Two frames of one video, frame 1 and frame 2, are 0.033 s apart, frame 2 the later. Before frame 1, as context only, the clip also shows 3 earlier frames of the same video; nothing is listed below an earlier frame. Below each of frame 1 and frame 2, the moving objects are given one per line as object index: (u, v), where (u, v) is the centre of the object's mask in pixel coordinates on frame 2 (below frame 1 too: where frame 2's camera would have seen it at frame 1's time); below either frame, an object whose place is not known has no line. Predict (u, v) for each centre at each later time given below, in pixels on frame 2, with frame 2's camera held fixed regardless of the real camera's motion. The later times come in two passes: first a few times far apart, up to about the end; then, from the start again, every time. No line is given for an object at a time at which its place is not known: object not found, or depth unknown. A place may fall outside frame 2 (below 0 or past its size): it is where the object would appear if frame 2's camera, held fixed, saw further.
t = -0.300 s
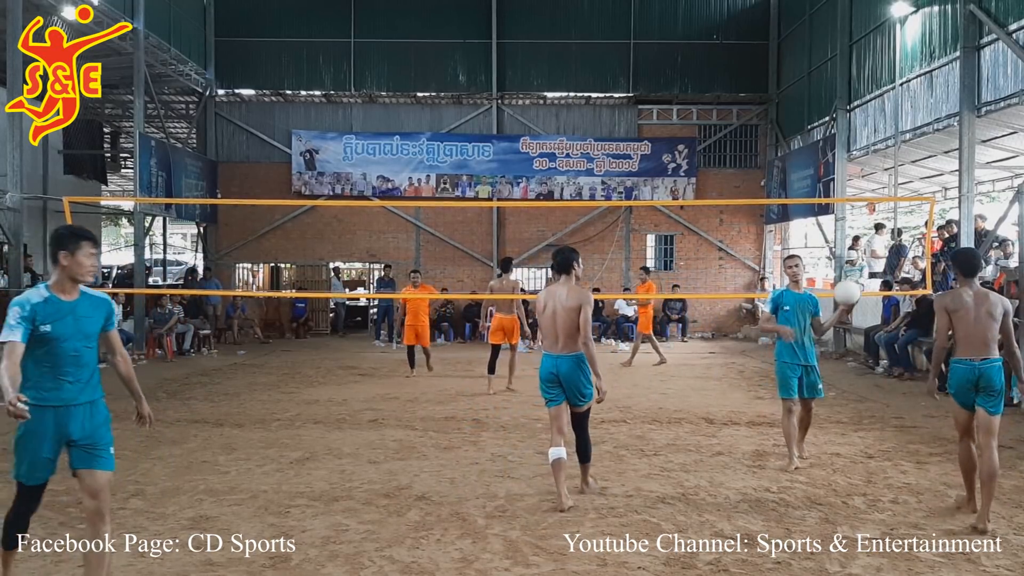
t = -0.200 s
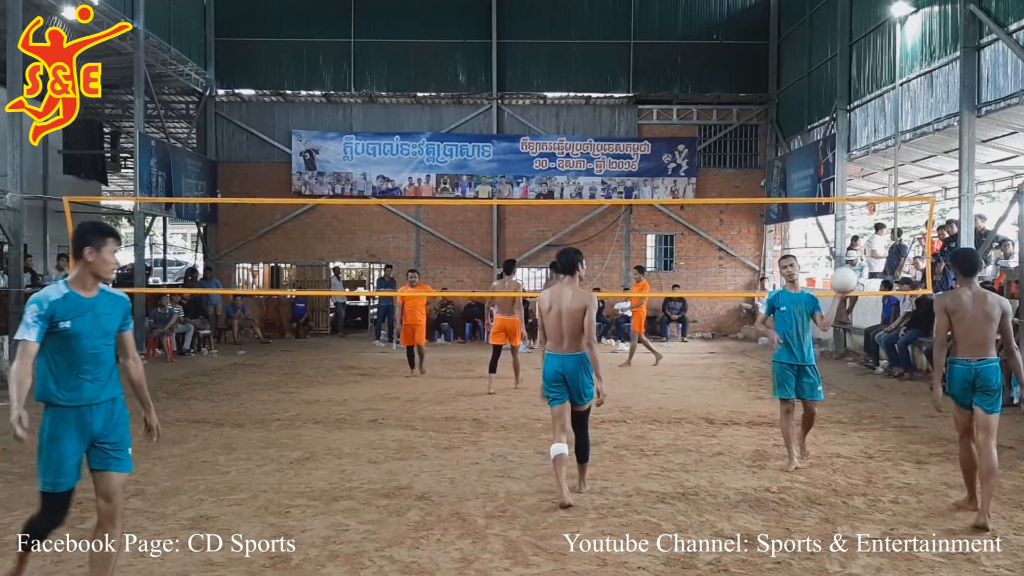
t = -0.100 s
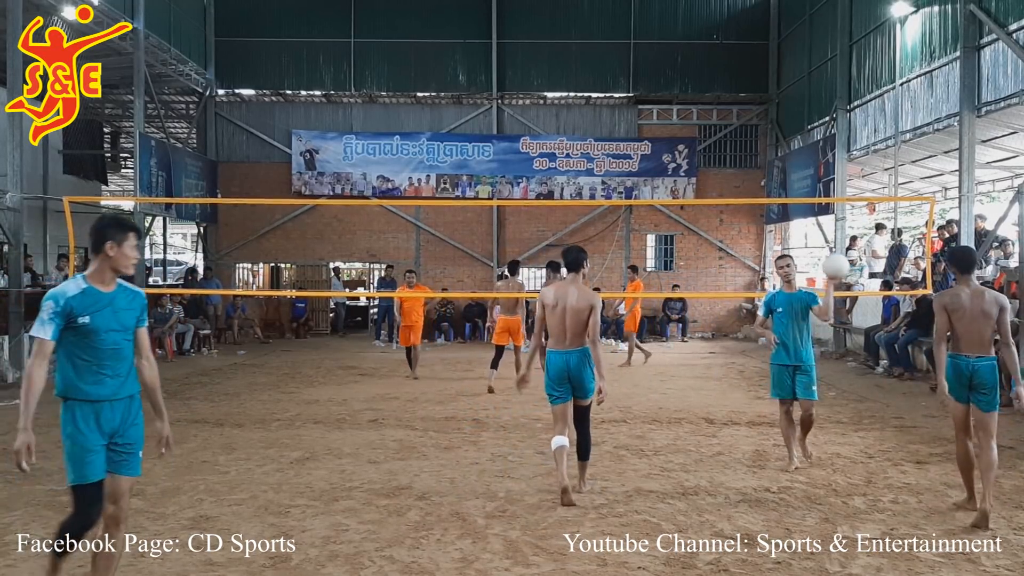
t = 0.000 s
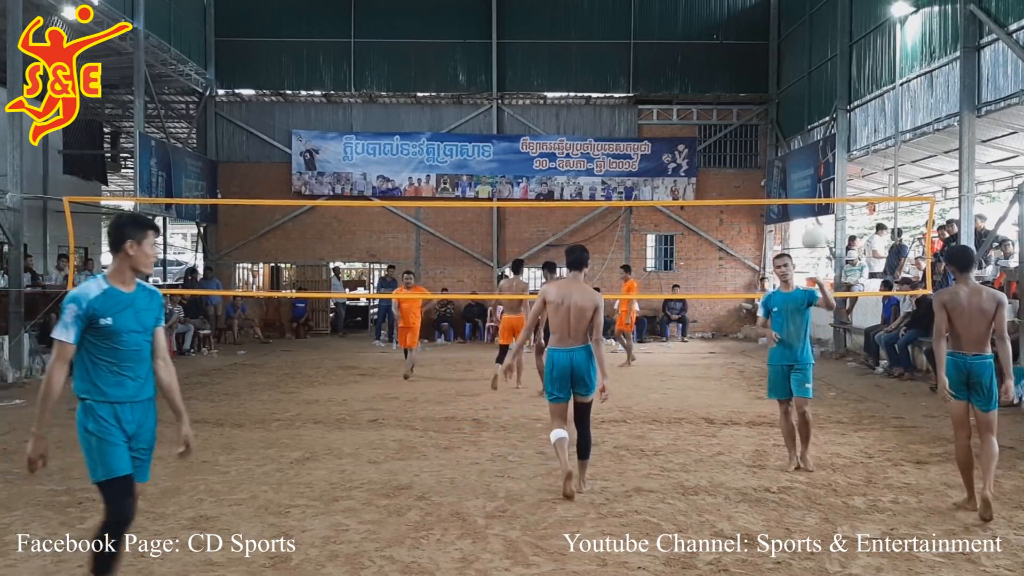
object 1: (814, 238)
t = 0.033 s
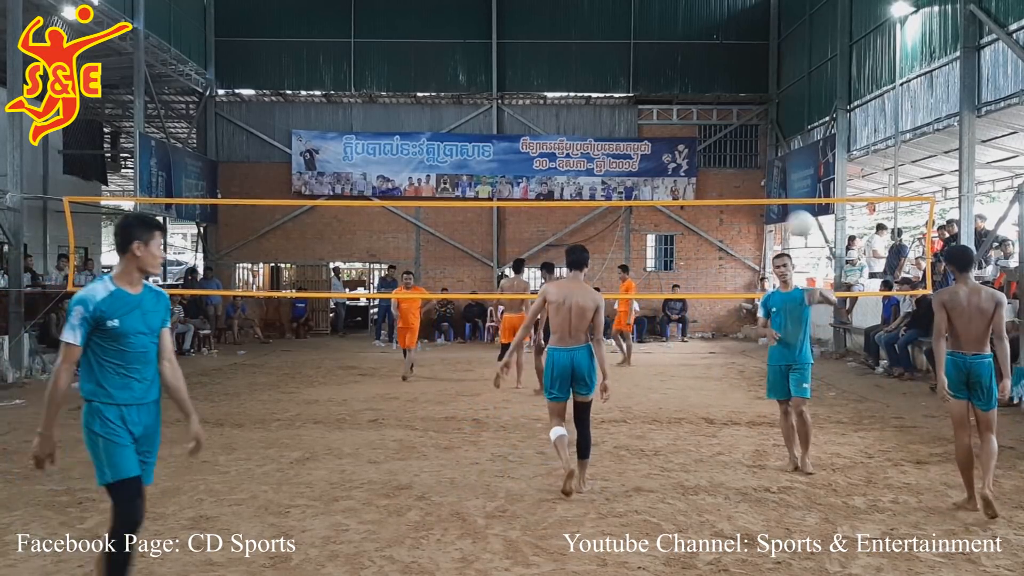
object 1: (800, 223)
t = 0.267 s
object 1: (715, 178)
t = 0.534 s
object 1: (585, 213)
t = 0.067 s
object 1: (790, 214)
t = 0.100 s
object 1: (780, 206)
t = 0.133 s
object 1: (767, 198)
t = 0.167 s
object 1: (755, 190)
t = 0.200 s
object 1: (742, 185)
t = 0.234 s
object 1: (729, 181)
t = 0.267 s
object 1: (715, 178)
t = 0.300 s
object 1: (701, 175)
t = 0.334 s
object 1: (686, 175)
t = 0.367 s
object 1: (671, 177)
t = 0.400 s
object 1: (655, 180)
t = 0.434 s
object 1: (639, 184)
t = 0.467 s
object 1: (623, 191)
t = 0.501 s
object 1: (604, 201)
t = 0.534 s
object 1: (585, 213)
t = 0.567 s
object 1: (565, 226)
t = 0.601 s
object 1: (545, 241)
